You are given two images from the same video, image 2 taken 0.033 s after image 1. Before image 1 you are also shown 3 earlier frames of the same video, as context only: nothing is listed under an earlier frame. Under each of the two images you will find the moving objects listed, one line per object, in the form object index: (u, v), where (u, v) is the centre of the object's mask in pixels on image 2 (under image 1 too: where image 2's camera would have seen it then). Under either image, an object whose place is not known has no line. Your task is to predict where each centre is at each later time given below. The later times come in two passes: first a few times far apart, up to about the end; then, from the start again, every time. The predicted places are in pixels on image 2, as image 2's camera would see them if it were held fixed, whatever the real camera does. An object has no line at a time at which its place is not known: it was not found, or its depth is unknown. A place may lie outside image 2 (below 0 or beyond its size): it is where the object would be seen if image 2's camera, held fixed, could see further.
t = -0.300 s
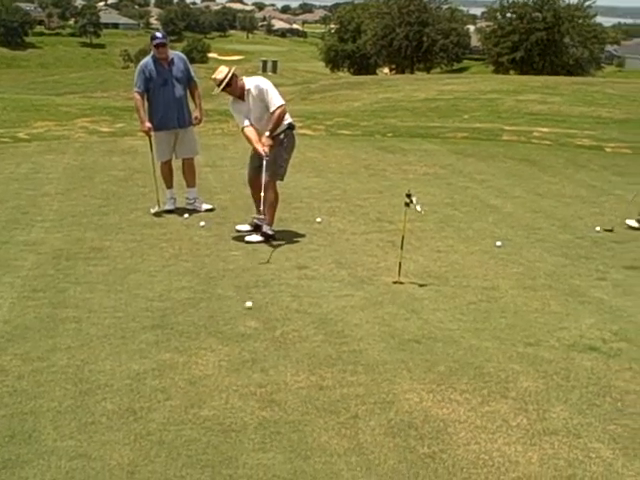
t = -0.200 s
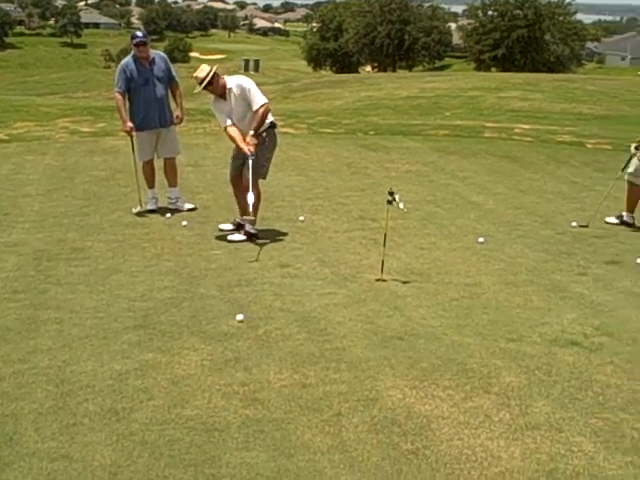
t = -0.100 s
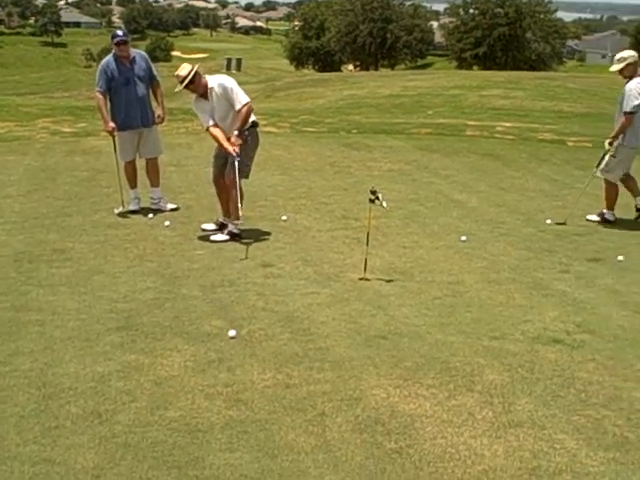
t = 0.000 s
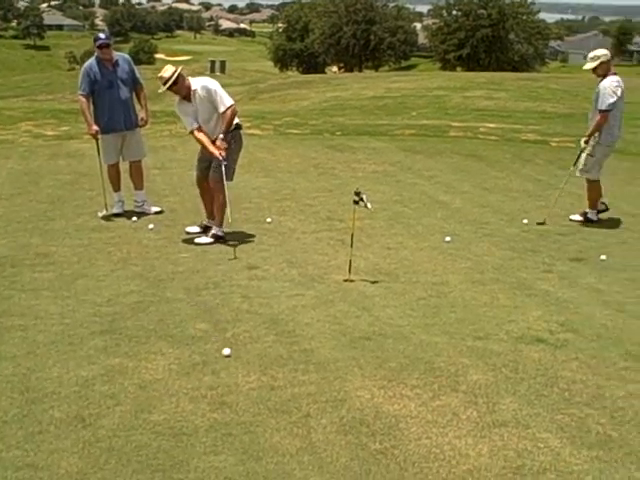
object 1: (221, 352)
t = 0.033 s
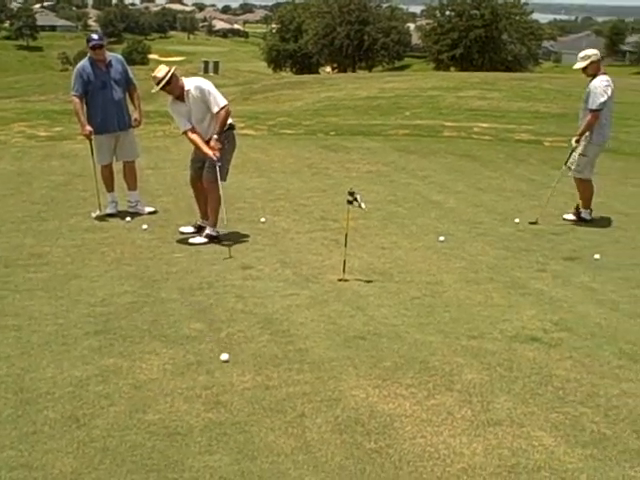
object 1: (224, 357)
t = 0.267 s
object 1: (252, 399)
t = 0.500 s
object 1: (287, 447)
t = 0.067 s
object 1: (228, 363)
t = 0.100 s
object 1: (232, 368)
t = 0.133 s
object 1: (236, 374)
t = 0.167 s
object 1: (239, 380)
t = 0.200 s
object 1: (244, 386)
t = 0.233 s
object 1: (248, 392)
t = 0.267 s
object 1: (252, 399)
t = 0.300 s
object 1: (257, 405)
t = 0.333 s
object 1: (261, 412)
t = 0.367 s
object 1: (266, 419)
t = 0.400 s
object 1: (271, 426)
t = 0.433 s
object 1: (276, 433)
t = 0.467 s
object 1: (281, 440)
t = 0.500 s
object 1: (287, 447)
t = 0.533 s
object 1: (292, 454)
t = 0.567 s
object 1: (298, 461)
